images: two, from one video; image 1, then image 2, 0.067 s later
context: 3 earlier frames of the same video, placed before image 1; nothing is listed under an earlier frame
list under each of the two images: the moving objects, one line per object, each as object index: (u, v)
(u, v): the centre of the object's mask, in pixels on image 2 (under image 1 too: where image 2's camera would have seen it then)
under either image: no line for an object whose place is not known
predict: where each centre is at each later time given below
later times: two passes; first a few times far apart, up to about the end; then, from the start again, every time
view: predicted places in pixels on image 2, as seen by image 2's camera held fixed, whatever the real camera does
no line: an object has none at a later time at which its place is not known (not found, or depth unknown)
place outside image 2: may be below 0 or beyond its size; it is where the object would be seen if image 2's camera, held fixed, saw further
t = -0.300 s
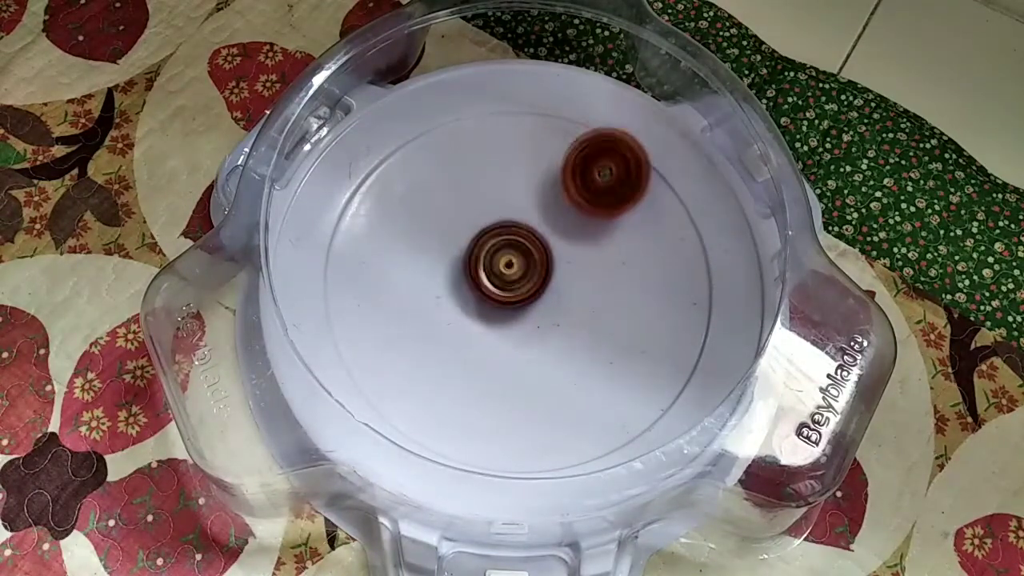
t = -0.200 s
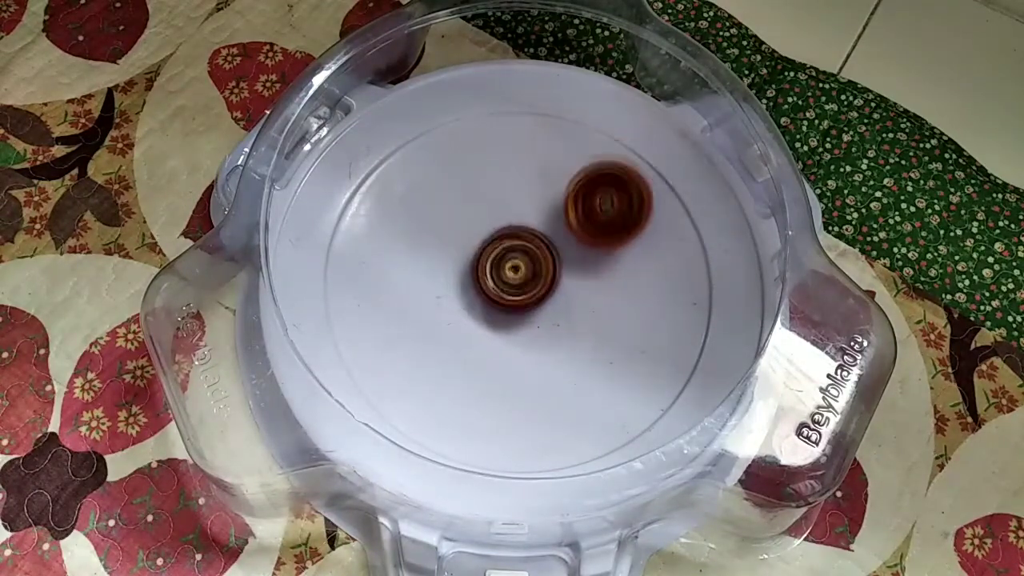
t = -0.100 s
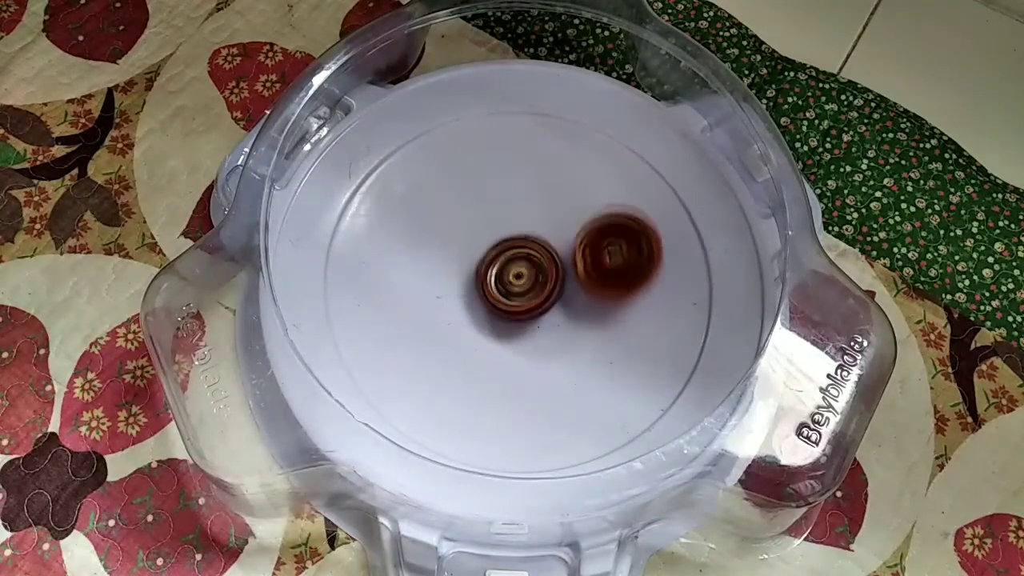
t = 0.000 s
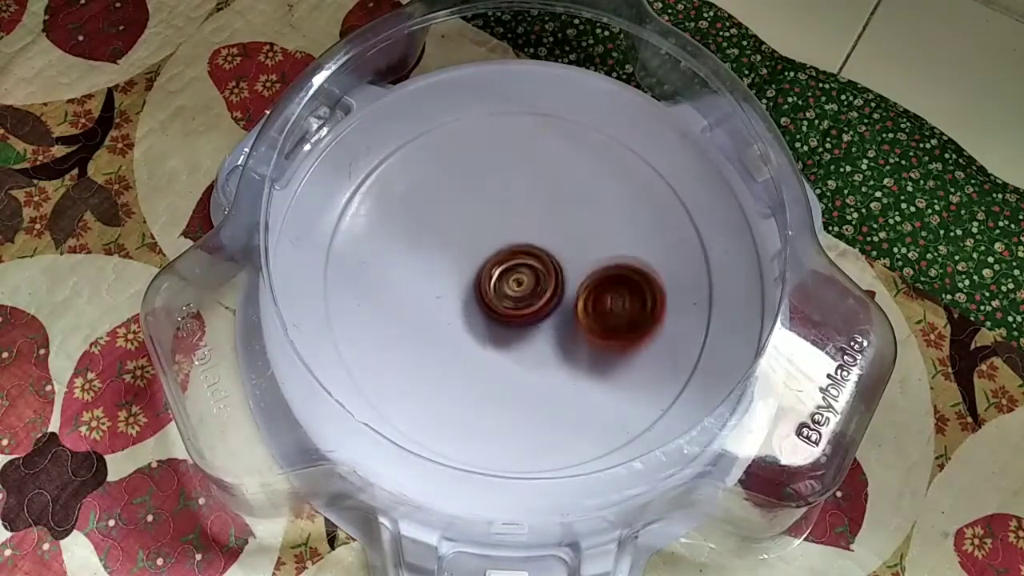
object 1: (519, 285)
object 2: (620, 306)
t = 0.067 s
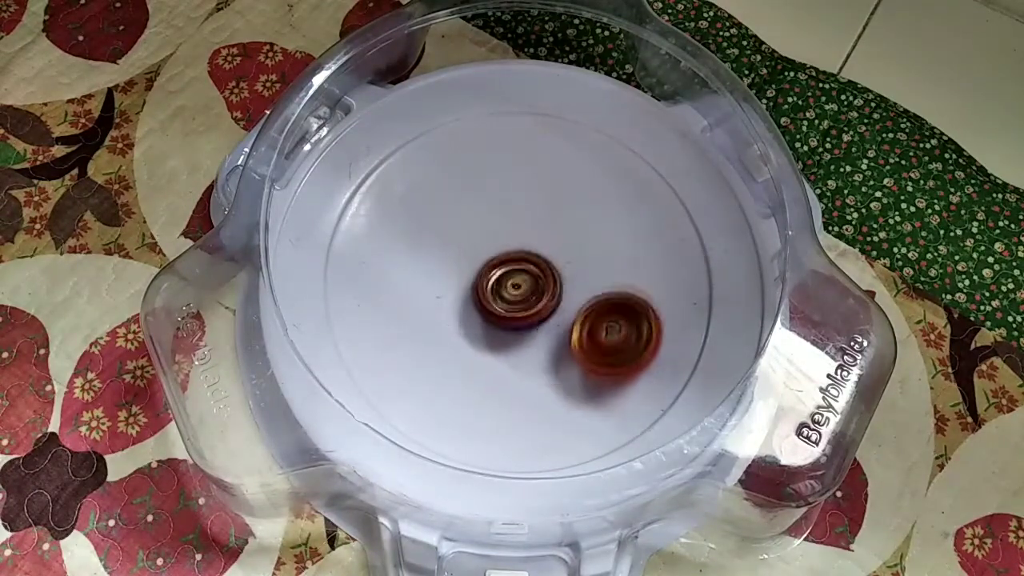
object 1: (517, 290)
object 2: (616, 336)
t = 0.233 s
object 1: (509, 293)
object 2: (587, 383)
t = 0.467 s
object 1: (509, 282)
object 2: (512, 380)
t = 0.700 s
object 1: (526, 279)
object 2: (449, 320)
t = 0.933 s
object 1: (536, 292)
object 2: (437, 228)
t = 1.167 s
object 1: (526, 296)
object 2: (467, 145)
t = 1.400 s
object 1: (524, 284)
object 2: (513, 163)
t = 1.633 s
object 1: (515, 314)
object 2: (619, 208)
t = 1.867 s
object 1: (515, 322)
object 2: (662, 265)
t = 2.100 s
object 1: (521, 306)
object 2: (604, 334)
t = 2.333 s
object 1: (551, 239)
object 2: (535, 408)
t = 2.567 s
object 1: (580, 231)
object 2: (465, 381)
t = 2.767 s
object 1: (573, 264)
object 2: (446, 299)
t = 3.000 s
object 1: (521, 320)
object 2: (477, 198)
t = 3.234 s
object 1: (486, 344)
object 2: (550, 162)
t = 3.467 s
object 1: (504, 309)
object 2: (613, 219)
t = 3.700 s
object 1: (499, 212)
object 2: (597, 313)
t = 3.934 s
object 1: (428, 208)
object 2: (504, 352)
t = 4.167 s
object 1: (502, 251)
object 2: (434, 330)
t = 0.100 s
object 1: (515, 291)
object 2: (613, 348)
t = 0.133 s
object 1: (514, 292)
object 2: (608, 359)
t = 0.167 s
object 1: (512, 293)
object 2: (603, 369)
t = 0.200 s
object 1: (510, 292)
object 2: (596, 376)
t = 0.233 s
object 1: (509, 293)
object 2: (587, 383)
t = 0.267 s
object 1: (507, 291)
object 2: (579, 387)
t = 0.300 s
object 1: (507, 290)
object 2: (568, 390)
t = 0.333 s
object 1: (506, 289)
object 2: (558, 391)
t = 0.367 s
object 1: (506, 287)
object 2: (548, 390)
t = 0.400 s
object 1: (506, 286)
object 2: (537, 388)
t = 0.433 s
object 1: (508, 283)
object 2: (524, 385)
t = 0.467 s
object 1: (509, 282)
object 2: (512, 380)
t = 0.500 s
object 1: (511, 280)
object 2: (501, 374)
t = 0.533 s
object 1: (513, 280)
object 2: (490, 367)
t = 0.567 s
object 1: (515, 279)
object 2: (480, 360)
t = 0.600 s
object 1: (518, 278)
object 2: (471, 351)
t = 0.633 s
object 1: (521, 277)
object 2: (463, 342)
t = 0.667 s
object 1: (523, 276)
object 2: (455, 331)
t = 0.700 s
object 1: (526, 279)
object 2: (449, 320)
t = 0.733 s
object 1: (528, 279)
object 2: (444, 310)
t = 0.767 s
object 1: (532, 280)
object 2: (440, 297)
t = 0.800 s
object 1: (533, 282)
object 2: (437, 284)
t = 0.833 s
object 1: (534, 285)
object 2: (435, 271)
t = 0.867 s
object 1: (535, 288)
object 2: (435, 257)
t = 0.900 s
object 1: (535, 289)
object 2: (436, 243)
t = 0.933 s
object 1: (536, 292)
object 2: (437, 228)
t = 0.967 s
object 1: (535, 294)
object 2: (440, 213)
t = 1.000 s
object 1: (533, 295)
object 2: (443, 197)
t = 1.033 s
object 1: (532, 297)
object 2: (447, 184)
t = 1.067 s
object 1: (531, 297)
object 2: (451, 171)
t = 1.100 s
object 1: (530, 297)
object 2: (456, 161)
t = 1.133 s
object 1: (527, 297)
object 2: (462, 151)
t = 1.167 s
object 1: (526, 296)
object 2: (467, 145)
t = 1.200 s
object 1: (524, 295)
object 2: (472, 141)
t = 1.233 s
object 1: (523, 294)
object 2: (478, 140)
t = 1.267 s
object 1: (523, 292)
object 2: (484, 140)
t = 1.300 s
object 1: (522, 290)
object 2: (491, 143)
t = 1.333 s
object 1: (523, 288)
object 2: (497, 148)
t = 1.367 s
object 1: (524, 286)
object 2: (504, 154)
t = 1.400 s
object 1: (524, 284)
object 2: (513, 163)
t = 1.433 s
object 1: (526, 283)
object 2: (523, 171)
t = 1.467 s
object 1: (528, 281)
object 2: (535, 179)
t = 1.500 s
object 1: (529, 281)
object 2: (548, 191)
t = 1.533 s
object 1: (521, 290)
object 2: (565, 195)
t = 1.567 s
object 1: (518, 299)
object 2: (586, 196)
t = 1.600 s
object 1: (514, 309)
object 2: (603, 201)
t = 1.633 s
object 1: (515, 314)
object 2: (619, 208)
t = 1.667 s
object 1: (515, 319)
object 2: (632, 216)
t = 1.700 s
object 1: (514, 322)
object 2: (643, 224)
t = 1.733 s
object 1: (513, 322)
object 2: (651, 232)
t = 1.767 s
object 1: (514, 322)
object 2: (657, 239)
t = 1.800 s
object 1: (514, 322)
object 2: (660, 247)
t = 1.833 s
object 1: (515, 322)
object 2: (662, 256)
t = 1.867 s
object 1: (515, 322)
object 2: (662, 265)
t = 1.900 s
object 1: (514, 321)
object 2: (658, 274)
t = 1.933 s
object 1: (515, 319)
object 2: (653, 284)
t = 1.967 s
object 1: (516, 318)
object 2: (648, 293)
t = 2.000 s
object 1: (516, 317)
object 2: (639, 303)
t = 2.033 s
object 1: (518, 314)
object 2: (629, 314)
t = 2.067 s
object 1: (520, 311)
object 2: (616, 323)
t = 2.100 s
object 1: (521, 306)
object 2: (604, 334)
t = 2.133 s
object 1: (522, 300)
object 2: (595, 347)
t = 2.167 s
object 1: (523, 286)
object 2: (587, 363)
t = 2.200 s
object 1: (524, 273)
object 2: (579, 375)
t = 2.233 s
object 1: (532, 262)
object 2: (570, 386)
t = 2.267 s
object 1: (537, 252)
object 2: (558, 397)
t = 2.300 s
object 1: (545, 246)
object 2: (546, 404)
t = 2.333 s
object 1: (551, 239)
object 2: (535, 408)
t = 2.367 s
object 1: (558, 233)
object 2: (523, 411)
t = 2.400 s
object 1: (564, 230)
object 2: (512, 411)
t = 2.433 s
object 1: (568, 227)
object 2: (501, 408)
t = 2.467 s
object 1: (573, 227)
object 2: (490, 404)
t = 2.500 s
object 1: (576, 227)
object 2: (481, 398)
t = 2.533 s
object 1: (580, 228)
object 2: (473, 390)
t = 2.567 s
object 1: (580, 231)
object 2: (465, 381)
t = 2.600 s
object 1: (584, 234)
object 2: (458, 369)
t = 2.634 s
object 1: (583, 239)
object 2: (452, 358)
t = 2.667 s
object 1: (582, 245)
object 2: (447, 344)
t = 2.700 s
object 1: (582, 250)
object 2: (445, 329)
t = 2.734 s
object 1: (577, 258)
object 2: (444, 314)
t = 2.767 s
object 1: (573, 264)
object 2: (446, 299)
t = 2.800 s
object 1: (566, 272)
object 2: (448, 284)
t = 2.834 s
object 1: (560, 277)
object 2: (452, 270)
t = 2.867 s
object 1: (551, 283)
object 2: (458, 257)
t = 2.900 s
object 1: (542, 291)
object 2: (463, 241)
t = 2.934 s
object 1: (537, 302)
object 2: (466, 222)
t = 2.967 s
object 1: (530, 312)
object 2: (470, 208)
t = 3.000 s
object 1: (521, 320)
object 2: (477, 198)
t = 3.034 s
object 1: (512, 328)
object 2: (486, 188)
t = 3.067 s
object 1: (503, 334)
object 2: (494, 180)
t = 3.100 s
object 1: (498, 338)
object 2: (504, 174)
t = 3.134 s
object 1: (493, 340)
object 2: (514, 168)
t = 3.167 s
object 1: (490, 343)
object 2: (526, 165)
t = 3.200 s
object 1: (487, 346)
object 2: (537, 162)
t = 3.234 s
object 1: (486, 344)
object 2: (550, 162)
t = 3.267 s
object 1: (487, 343)
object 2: (562, 165)
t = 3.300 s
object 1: (488, 339)
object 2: (575, 170)
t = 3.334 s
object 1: (488, 335)
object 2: (585, 177)
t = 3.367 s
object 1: (490, 331)
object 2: (595, 185)
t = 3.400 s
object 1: (492, 325)
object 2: (603, 196)
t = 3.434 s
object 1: (498, 318)
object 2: (609, 207)
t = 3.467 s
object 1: (504, 309)
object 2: (613, 219)
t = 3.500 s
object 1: (508, 299)
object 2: (616, 232)
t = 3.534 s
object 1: (515, 287)
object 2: (617, 244)
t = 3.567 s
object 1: (518, 275)
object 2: (616, 257)
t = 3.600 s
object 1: (521, 259)
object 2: (612, 271)
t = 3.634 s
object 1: (519, 244)
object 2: (607, 284)
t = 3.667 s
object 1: (510, 227)
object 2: (604, 300)
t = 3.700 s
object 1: (499, 212)
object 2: (597, 313)
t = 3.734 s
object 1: (486, 201)
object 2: (587, 324)
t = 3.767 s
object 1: (475, 195)
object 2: (575, 333)
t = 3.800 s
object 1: (461, 193)
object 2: (563, 339)
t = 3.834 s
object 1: (450, 193)
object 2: (549, 346)
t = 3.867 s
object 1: (440, 196)
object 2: (535, 349)
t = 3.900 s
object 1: (434, 200)
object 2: (520, 352)
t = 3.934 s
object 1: (428, 208)
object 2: (504, 352)
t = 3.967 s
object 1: (426, 217)
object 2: (491, 351)
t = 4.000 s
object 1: (428, 229)
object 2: (478, 349)
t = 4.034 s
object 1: (434, 240)
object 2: (466, 346)
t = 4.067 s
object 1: (447, 250)
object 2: (457, 341)
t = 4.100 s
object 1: (463, 257)
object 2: (448, 337)
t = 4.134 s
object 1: (481, 258)
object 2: (442, 335)
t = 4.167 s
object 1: (502, 251)
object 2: (434, 330)
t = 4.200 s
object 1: (520, 245)
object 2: (432, 320)
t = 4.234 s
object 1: (535, 239)
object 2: (428, 314)
